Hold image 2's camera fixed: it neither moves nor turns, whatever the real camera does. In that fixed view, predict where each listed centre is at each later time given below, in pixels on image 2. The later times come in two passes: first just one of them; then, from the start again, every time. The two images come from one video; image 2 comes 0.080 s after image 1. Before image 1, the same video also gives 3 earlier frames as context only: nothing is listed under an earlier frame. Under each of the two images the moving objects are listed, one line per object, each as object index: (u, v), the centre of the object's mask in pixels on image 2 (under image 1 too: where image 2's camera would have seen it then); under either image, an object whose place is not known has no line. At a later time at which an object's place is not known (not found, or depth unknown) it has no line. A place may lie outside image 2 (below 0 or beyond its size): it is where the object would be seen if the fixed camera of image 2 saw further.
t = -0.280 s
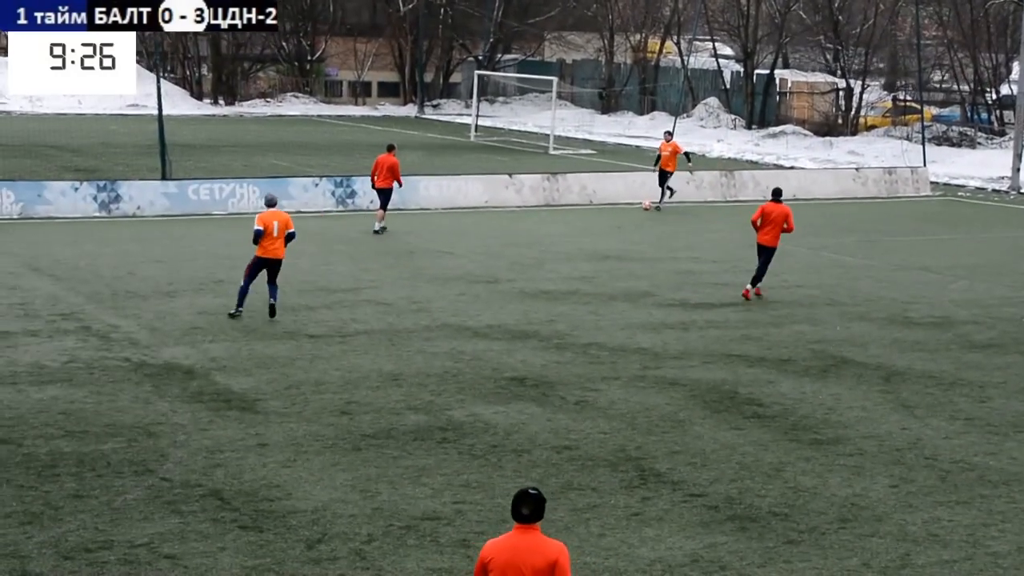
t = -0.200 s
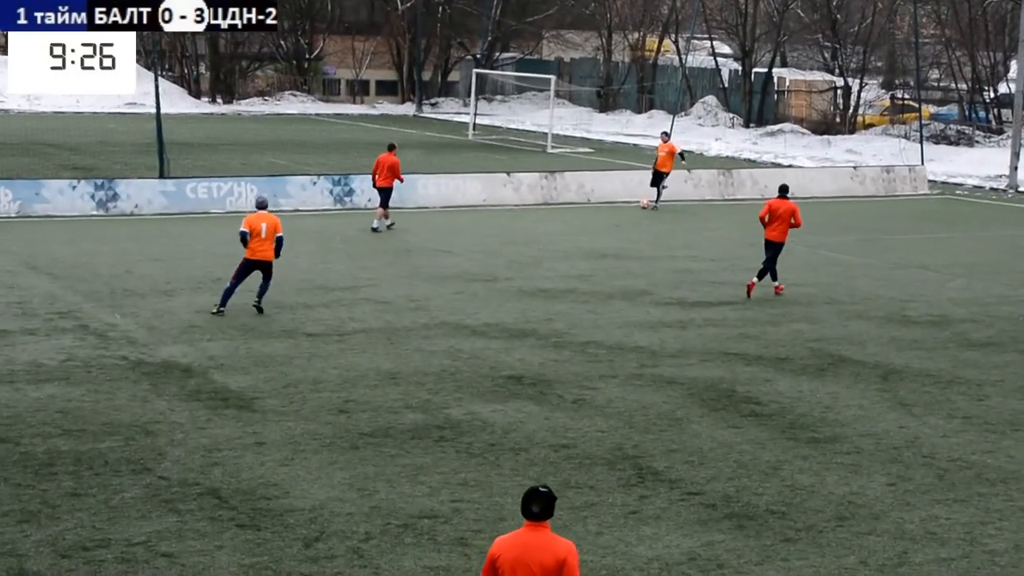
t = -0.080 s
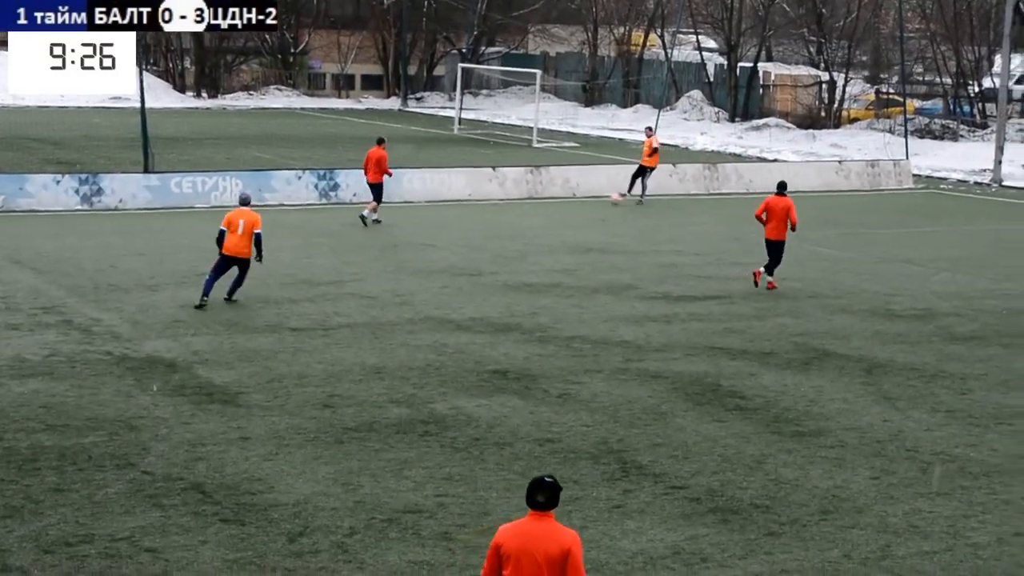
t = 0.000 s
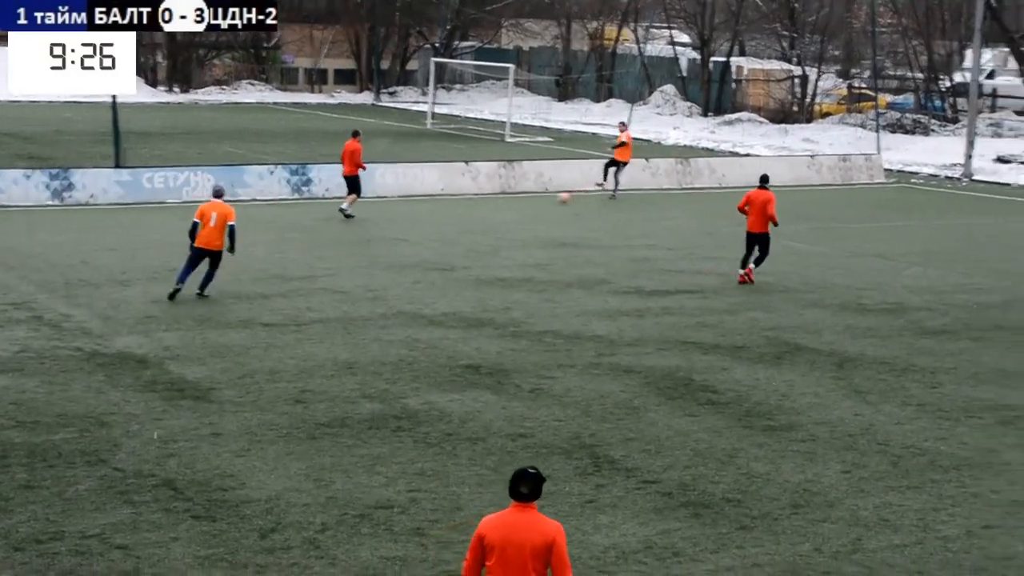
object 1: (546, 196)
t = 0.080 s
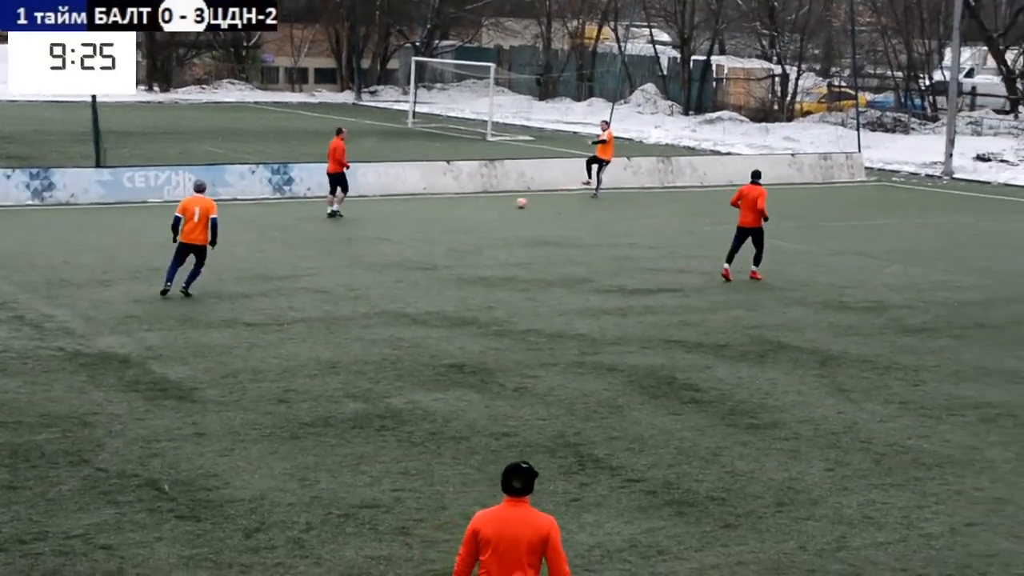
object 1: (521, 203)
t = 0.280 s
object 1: (461, 215)
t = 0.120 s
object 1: (509, 204)
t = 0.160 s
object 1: (497, 206)
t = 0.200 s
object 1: (485, 209)
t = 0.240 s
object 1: (473, 213)
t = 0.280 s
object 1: (461, 215)
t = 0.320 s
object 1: (450, 216)
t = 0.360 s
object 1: (438, 218)
